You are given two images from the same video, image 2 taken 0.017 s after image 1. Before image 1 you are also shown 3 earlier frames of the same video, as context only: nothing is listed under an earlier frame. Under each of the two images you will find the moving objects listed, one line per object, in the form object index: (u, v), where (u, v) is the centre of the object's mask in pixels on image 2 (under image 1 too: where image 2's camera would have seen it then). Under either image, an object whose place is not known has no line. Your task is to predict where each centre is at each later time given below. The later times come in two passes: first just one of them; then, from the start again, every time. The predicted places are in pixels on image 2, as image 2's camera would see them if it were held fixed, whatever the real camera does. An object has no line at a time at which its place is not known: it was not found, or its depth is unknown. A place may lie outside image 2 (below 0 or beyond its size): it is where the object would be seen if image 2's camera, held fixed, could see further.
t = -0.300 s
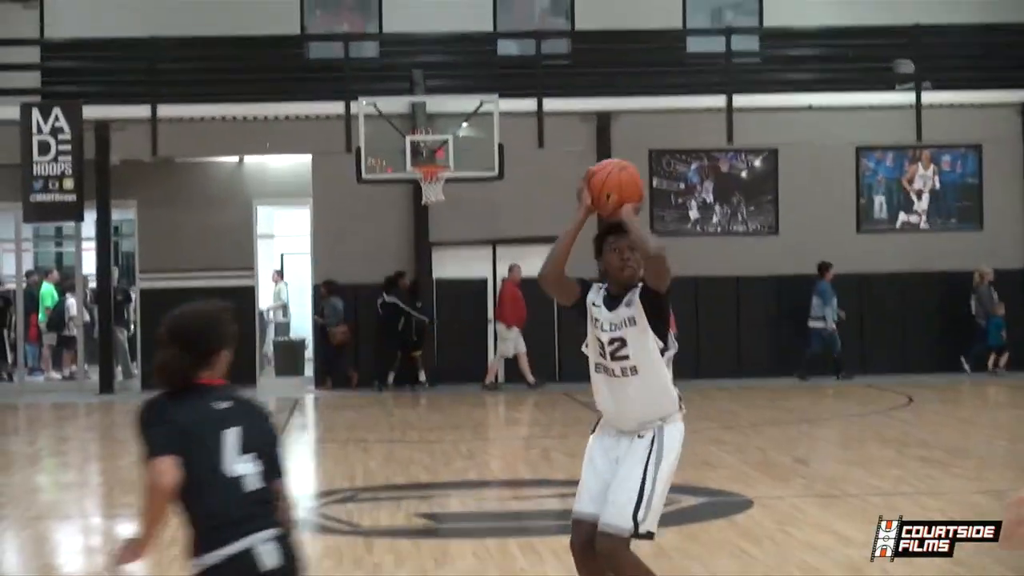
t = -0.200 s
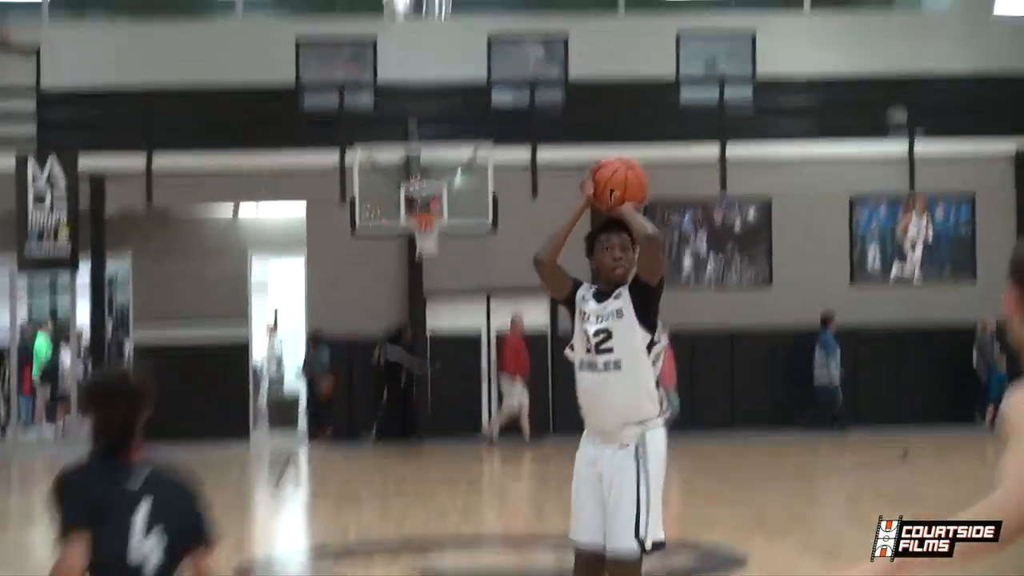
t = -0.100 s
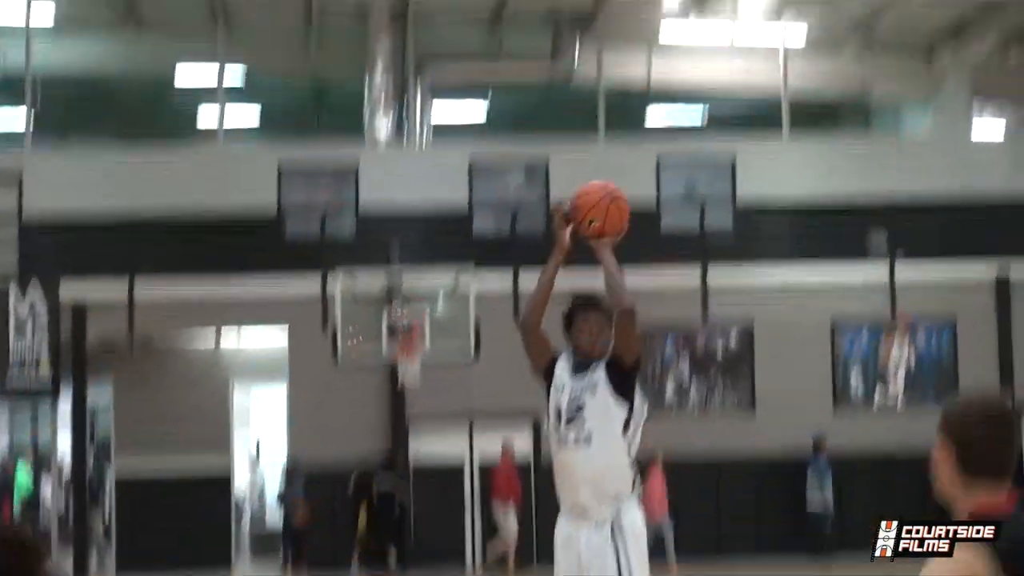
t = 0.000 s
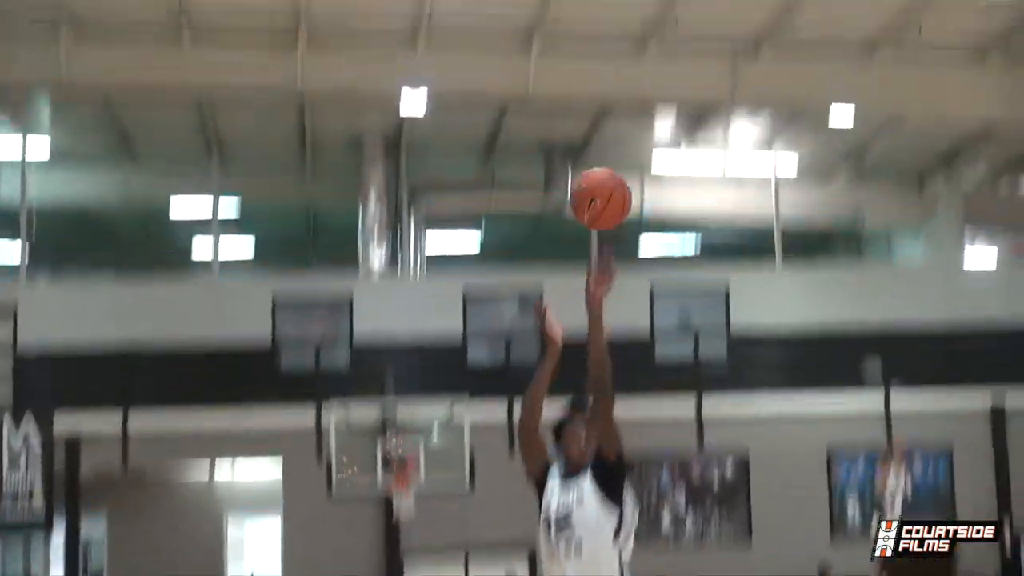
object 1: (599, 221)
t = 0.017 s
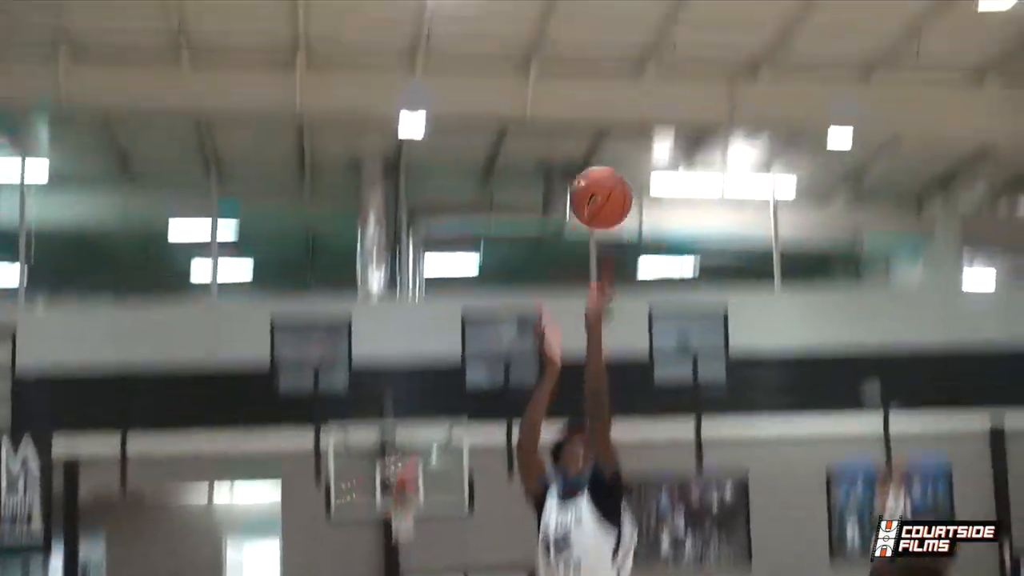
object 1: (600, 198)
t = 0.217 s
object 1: (626, -65)
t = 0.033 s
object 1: (603, 174)
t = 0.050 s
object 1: (604, 153)
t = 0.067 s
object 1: (607, 130)
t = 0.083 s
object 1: (609, 109)
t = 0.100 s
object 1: (611, 85)
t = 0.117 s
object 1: (614, 64)
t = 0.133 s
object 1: (617, 42)
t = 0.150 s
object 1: (619, 21)
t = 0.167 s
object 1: (621, -2)
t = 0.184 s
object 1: (623, -23)
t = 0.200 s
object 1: (625, -44)
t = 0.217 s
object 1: (626, -65)
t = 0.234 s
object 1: (630, -86)
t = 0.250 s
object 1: (634, -107)
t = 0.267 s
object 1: (638, -128)
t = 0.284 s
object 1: (641, -147)
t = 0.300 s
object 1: (645, -167)
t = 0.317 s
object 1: (649, -186)
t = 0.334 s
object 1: (653, -207)
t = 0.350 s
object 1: (656, -226)
